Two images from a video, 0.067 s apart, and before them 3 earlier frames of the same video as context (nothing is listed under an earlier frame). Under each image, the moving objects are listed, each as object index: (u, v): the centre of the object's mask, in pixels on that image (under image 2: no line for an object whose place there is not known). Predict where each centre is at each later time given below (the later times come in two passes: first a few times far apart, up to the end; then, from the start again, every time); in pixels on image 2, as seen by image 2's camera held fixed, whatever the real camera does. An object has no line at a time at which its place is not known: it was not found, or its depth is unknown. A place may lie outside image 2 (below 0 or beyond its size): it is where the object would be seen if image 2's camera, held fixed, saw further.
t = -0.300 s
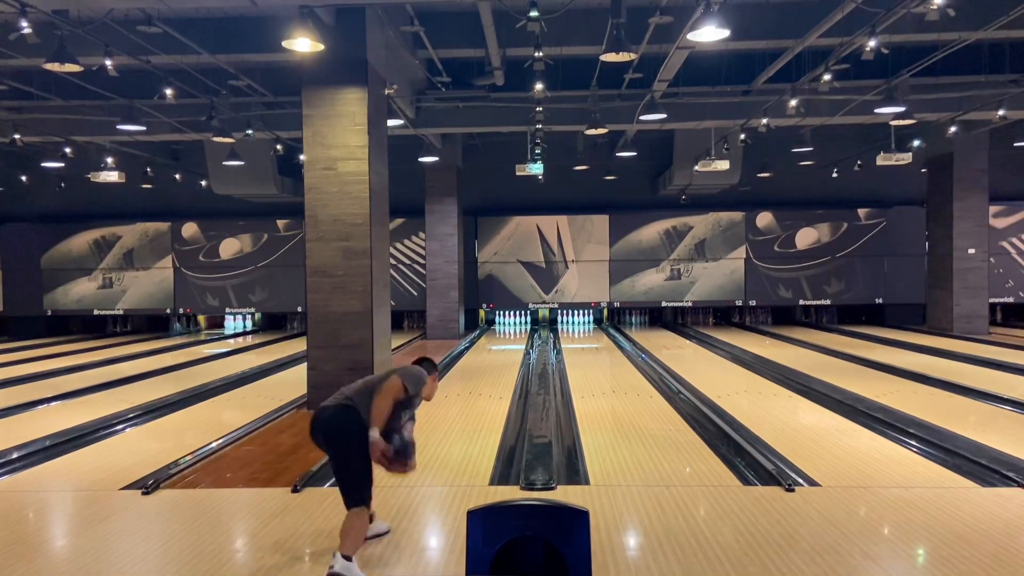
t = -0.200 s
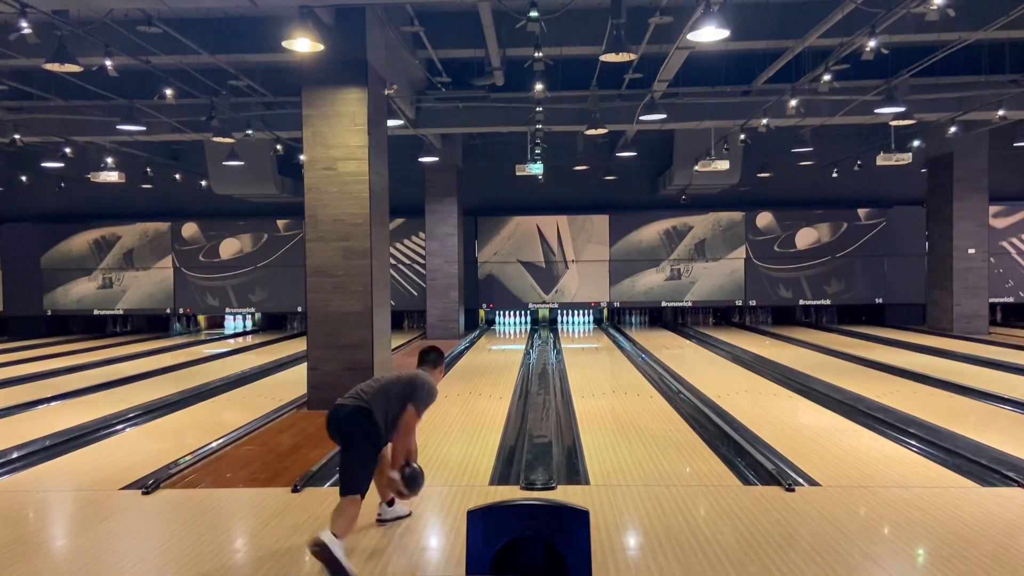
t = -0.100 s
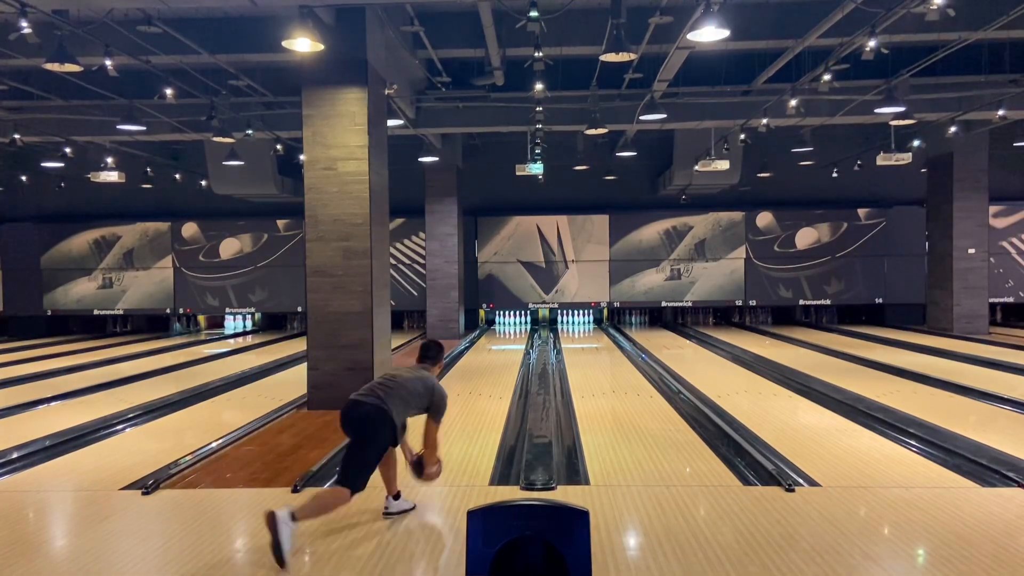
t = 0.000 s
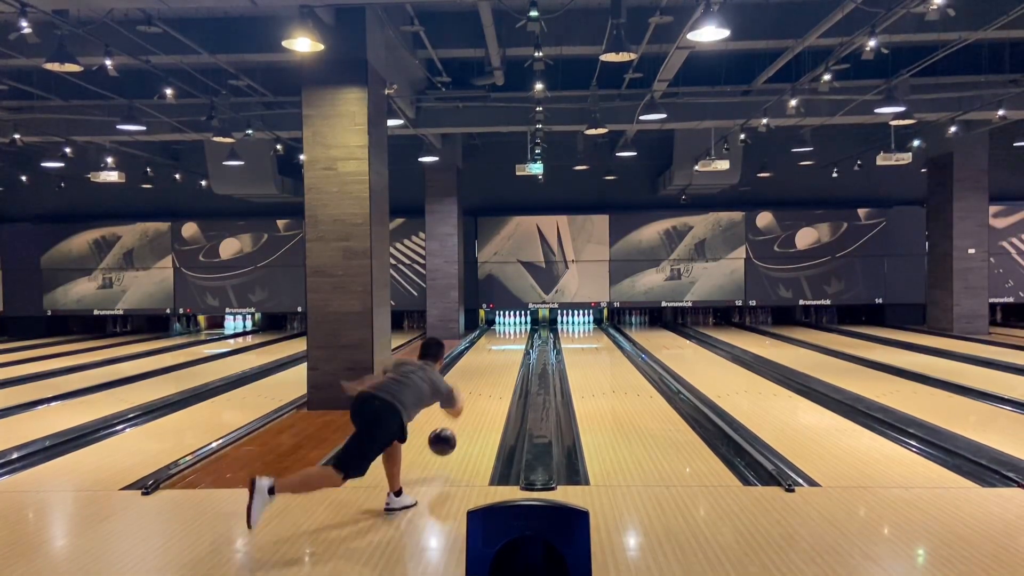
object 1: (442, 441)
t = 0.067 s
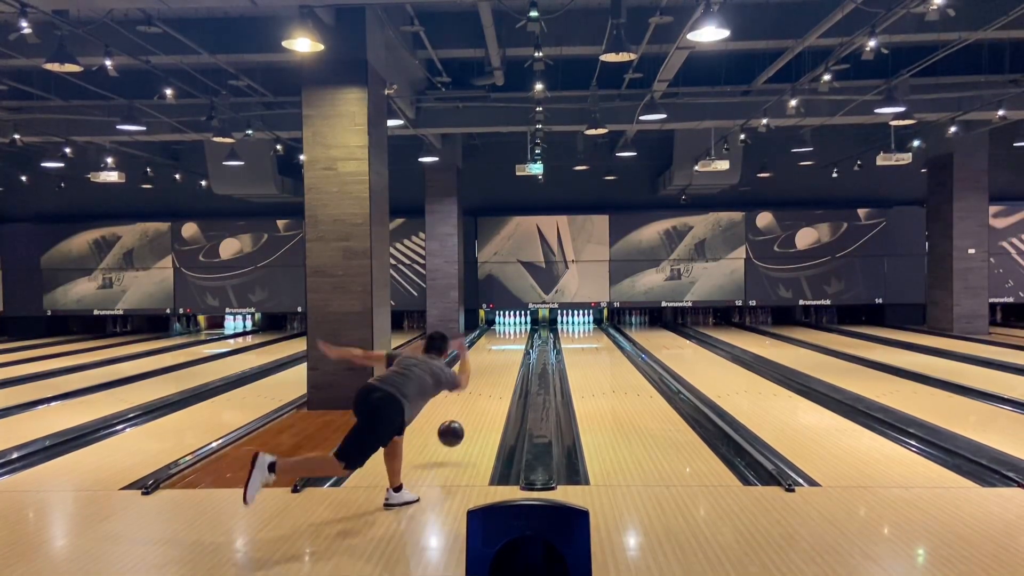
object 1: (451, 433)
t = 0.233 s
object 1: (468, 422)
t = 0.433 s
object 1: (482, 400)
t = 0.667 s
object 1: (494, 380)
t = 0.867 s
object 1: (501, 368)
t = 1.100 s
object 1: (508, 357)
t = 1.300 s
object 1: (512, 349)
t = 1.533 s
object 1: (516, 342)
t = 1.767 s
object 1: (518, 336)
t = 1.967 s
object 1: (518, 332)
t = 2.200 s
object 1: (517, 328)
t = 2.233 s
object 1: (516, 327)
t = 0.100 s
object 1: (455, 432)
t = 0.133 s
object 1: (458, 431)
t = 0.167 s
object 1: (462, 432)
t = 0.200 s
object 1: (465, 426)
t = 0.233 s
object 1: (468, 422)
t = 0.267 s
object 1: (470, 418)
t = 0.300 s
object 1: (473, 414)
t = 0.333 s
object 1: (476, 410)
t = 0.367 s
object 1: (478, 406)
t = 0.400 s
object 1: (480, 403)
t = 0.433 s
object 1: (482, 400)
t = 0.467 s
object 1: (484, 396)
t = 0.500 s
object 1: (486, 393)
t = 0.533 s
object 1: (487, 390)
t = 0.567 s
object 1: (489, 388)
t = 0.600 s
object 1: (491, 385)
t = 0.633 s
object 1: (492, 383)
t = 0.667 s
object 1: (494, 380)
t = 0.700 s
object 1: (495, 378)
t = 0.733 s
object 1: (496, 376)
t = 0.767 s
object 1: (498, 374)
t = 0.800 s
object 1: (499, 372)
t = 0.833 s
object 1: (500, 370)
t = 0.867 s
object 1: (501, 368)
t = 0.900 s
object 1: (502, 366)
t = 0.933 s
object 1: (503, 364)
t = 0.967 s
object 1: (504, 363)
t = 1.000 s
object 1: (505, 361)
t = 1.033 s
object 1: (506, 360)
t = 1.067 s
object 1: (507, 358)
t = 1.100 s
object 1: (508, 357)
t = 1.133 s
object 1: (508, 356)
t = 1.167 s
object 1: (509, 355)
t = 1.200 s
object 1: (510, 353)
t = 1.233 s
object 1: (510, 352)
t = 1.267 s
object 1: (511, 350)
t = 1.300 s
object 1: (512, 349)
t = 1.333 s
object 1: (512, 348)
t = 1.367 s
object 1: (513, 347)
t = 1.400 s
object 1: (513, 346)
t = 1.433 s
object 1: (514, 344)
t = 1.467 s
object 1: (515, 344)
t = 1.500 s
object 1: (515, 343)
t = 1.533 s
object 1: (516, 342)
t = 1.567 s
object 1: (516, 341)
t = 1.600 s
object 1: (516, 340)
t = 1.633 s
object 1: (517, 339)
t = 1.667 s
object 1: (517, 338)
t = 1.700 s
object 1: (517, 337)
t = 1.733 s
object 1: (517, 336)
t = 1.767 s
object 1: (518, 336)
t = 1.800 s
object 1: (518, 335)
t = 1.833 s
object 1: (518, 334)
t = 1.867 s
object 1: (518, 334)
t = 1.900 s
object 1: (518, 333)
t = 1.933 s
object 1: (518, 333)
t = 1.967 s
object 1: (518, 332)
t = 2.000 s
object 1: (518, 332)
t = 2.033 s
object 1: (518, 331)
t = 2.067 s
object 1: (517, 330)
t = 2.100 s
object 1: (517, 329)
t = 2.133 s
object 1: (517, 329)
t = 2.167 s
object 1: (517, 328)
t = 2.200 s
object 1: (517, 328)
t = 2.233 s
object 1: (516, 327)
